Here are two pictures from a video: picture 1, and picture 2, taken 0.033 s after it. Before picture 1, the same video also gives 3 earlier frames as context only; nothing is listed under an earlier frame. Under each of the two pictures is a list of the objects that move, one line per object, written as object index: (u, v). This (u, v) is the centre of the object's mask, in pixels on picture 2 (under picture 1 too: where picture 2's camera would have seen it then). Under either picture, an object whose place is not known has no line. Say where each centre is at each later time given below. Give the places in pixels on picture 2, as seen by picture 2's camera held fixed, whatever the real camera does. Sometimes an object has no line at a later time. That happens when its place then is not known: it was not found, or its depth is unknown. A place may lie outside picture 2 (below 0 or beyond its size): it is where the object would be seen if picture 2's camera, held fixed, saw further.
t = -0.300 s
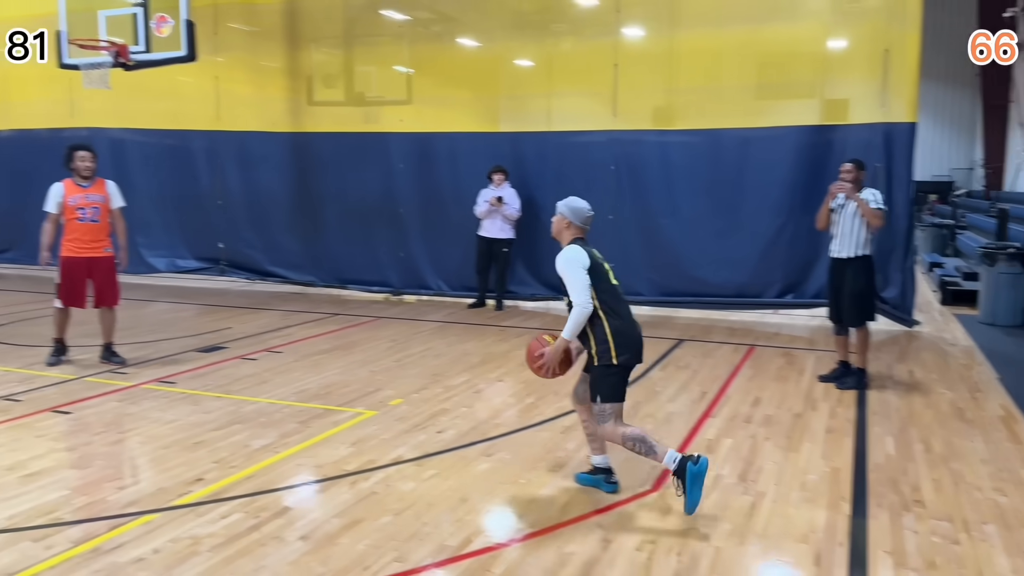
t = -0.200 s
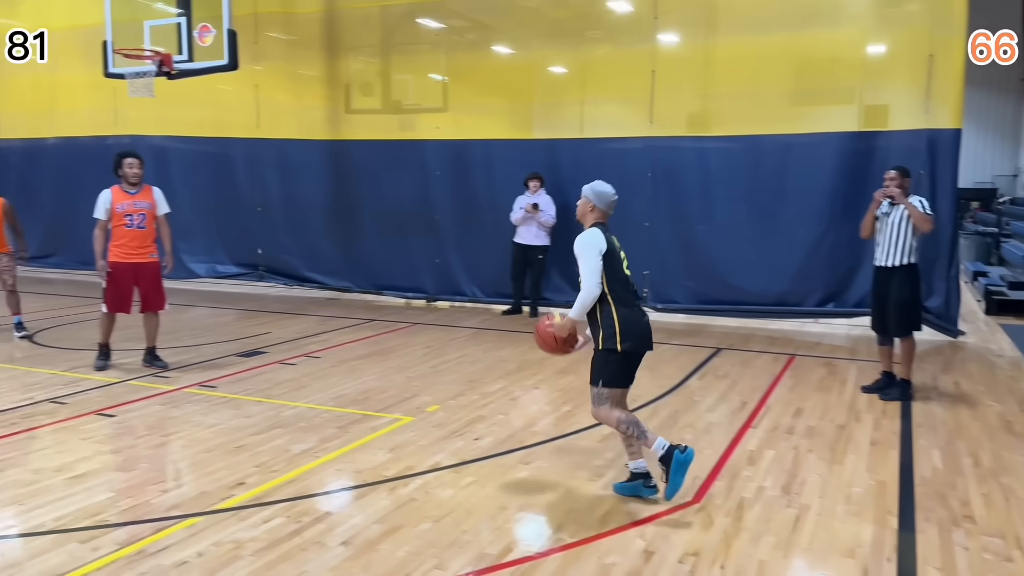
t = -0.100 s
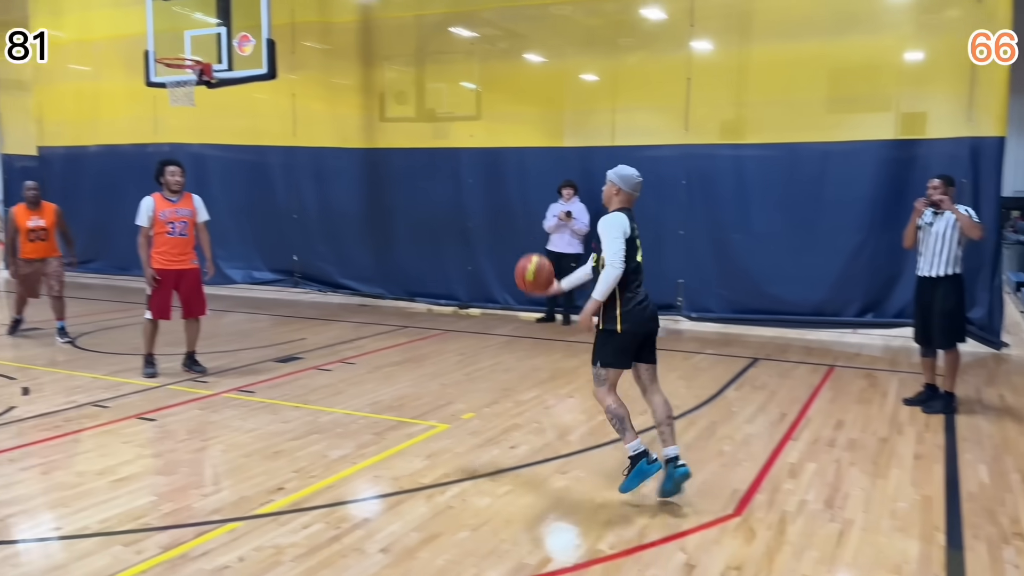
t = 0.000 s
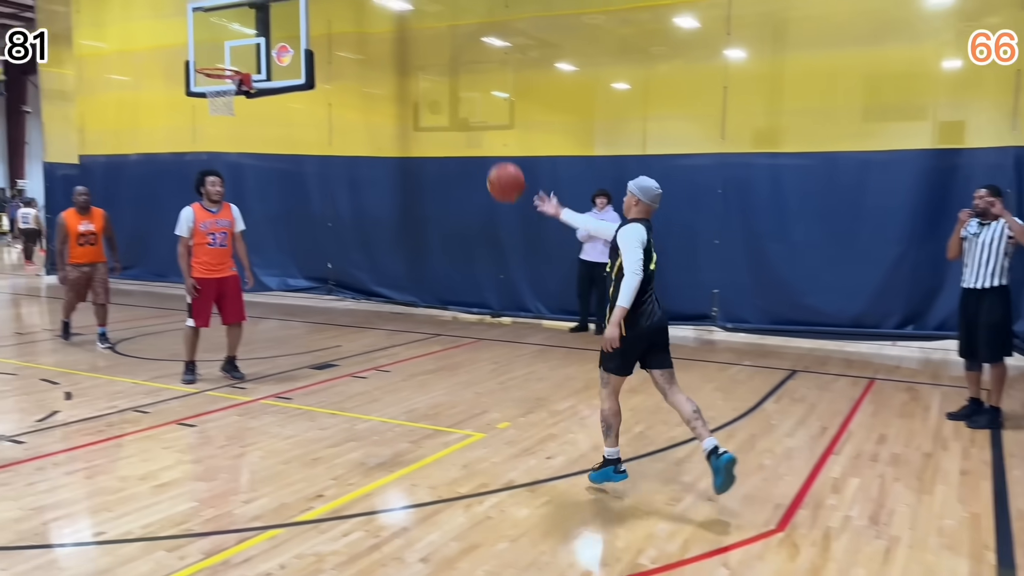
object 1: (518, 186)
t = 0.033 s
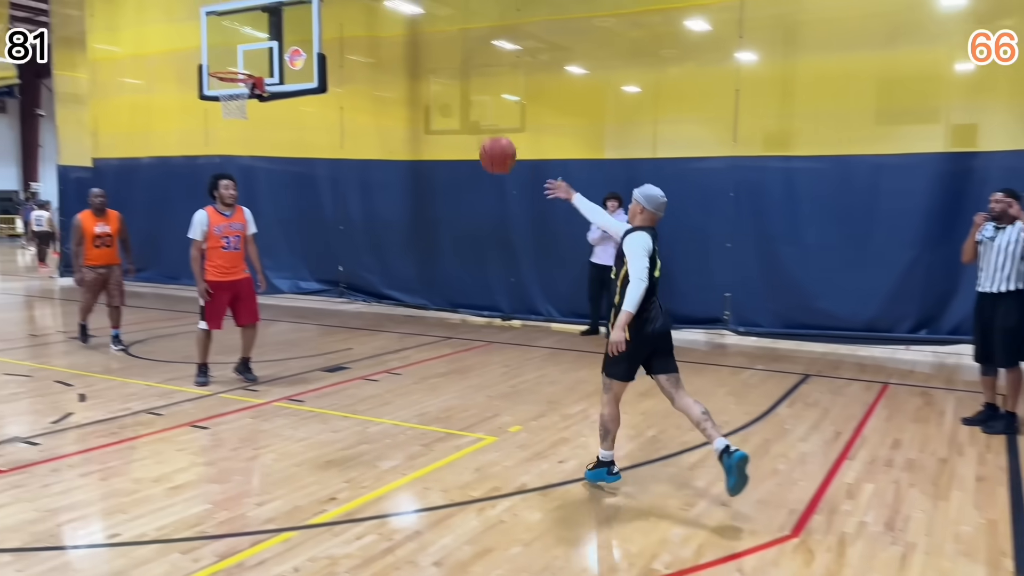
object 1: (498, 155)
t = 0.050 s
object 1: (488, 139)
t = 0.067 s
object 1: (479, 126)
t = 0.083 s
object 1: (470, 113)
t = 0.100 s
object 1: (462, 99)
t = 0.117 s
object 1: (454, 87)
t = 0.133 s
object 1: (445, 76)
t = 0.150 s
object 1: (437, 64)
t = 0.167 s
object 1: (429, 54)
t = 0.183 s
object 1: (420, 44)
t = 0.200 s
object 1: (412, 34)
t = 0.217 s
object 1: (405, 25)
